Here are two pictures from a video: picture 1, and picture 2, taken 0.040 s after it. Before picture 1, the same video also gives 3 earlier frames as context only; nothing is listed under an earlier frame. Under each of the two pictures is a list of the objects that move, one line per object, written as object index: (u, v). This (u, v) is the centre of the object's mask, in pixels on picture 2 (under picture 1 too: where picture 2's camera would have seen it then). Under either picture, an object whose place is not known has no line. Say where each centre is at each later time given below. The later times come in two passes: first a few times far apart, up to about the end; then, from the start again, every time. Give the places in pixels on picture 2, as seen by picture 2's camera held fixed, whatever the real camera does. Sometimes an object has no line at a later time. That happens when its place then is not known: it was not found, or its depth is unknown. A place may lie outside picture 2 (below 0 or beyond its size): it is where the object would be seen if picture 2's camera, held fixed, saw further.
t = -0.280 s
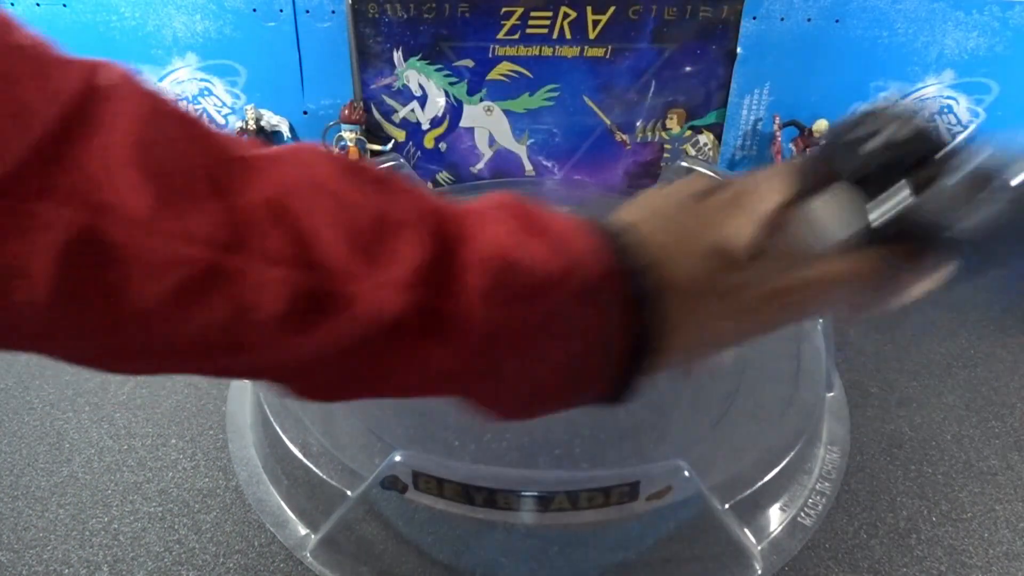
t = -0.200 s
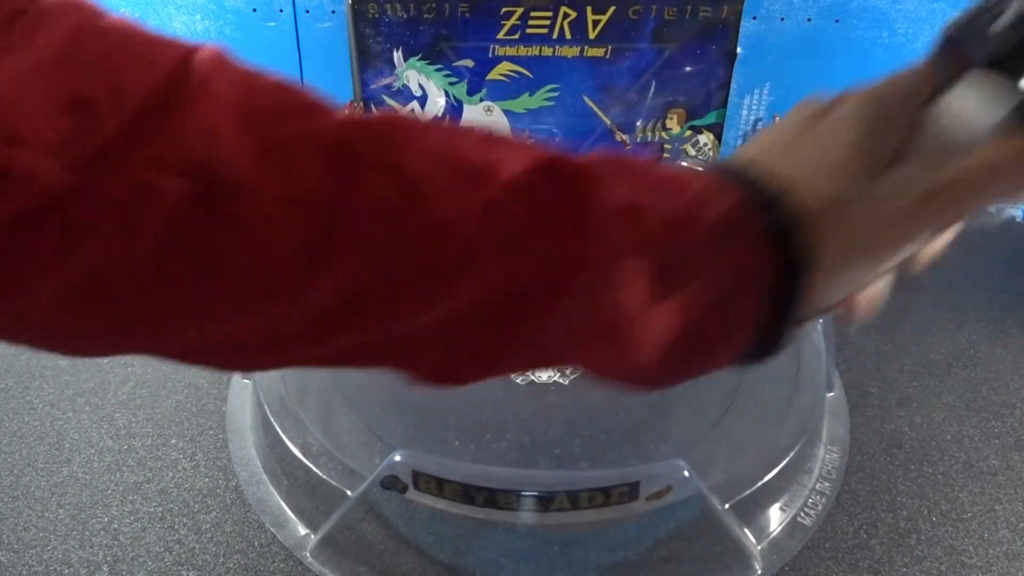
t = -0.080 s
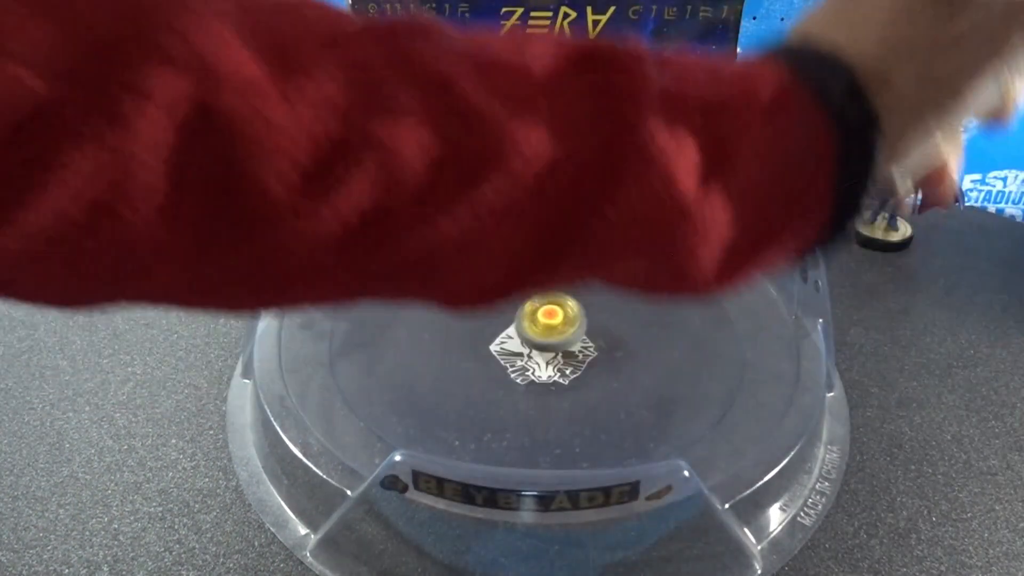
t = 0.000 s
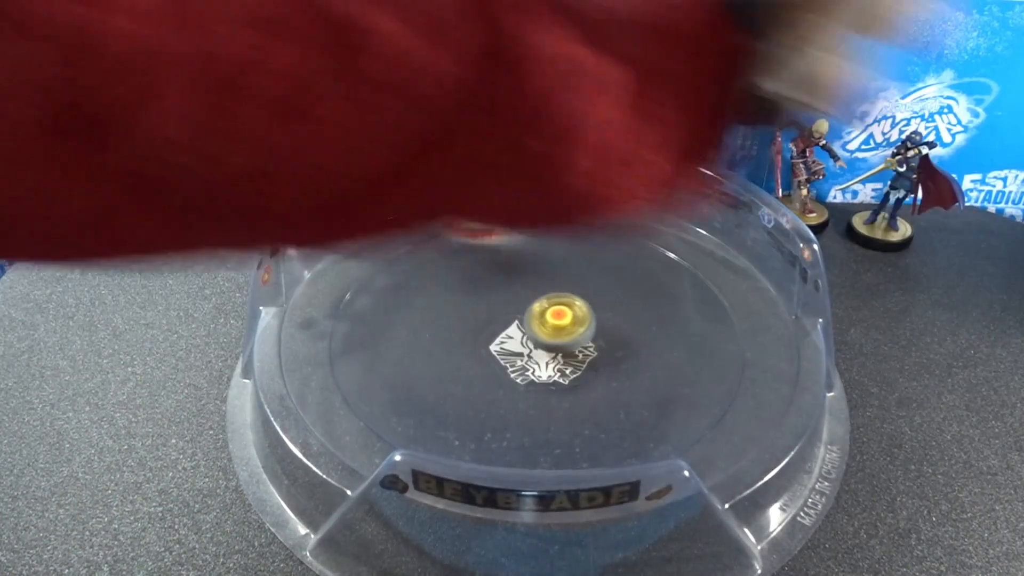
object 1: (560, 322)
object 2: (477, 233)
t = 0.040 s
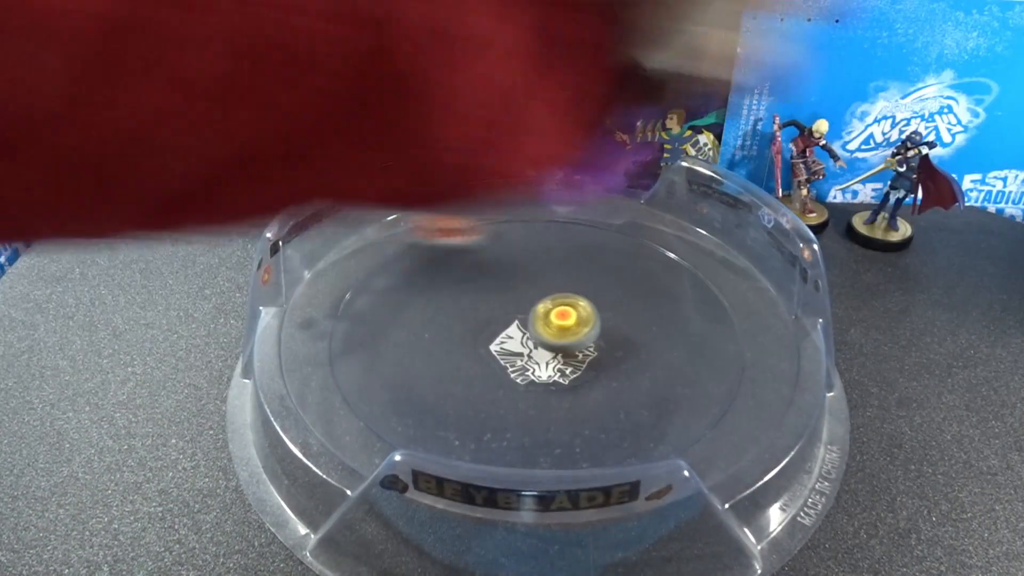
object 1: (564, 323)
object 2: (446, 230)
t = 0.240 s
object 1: (586, 327)
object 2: (339, 329)
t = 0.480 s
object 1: (601, 332)
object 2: (499, 420)
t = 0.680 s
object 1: (624, 285)
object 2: (577, 369)
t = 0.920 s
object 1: (589, 277)
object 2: (454, 281)
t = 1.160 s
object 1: (552, 290)
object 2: (347, 355)
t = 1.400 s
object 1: (520, 305)
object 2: (571, 391)
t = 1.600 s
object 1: (498, 317)
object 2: (588, 273)
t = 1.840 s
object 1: (479, 330)
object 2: (432, 224)
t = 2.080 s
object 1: (470, 341)
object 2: (387, 330)
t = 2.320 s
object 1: (543, 337)
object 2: (557, 393)
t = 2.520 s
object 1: (542, 325)
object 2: (638, 290)
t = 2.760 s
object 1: (539, 313)
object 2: (512, 206)
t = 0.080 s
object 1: (568, 323)
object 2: (410, 231)
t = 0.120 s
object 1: (571, 323)
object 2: (382, 243)
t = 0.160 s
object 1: (576, 324)
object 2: (361, 264)
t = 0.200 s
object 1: (580, 325)
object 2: (349, 287)
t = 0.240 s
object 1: (586, 327)
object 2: (339, 329)
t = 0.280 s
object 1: (589, 328)
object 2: (344, 351)
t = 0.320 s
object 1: (592, 328)
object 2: (357, 374)
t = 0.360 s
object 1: (595, 329)
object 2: (377, 397)
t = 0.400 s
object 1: (597, 330)
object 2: (411, 414)
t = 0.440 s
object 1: (599, 331)
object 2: (453, 421)
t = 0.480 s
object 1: (601, 332)
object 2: (499, 420)
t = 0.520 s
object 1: (602, 333)
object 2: (541, 409)
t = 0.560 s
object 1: (603, 334)
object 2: (573, 391)
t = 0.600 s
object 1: (612, 321)
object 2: (582, 382)
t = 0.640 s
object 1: (621, 301)
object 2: (580, 379)
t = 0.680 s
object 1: (624, 285)
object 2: (577, 369)
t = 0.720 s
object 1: (622, 276)
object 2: (574, 352)
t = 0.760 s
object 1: (617, 274)
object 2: (560, 331)
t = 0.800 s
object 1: (610, 274)
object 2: (538, 312)
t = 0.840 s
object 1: (603, 275)
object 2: (514, 299)
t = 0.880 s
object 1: (596, 276)
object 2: (485, 287)
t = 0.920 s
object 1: (589, 277)
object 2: (454, 281)
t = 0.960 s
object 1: (582, 279)
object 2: (423, 279)
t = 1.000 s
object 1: (576, 281)
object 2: (395, 284)
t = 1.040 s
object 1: (570, 283)
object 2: (368, 295)
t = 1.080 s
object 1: (564, 285)
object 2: (347, 311)
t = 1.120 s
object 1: (557, 288)
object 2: (340, 331)
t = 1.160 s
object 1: (552, 290)
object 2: (347, 355)
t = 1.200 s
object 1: (546, 292)
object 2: (367, 378)
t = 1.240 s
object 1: (540, 295)
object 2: (401, 396)
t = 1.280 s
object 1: (535, 298)
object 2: (445, 407)
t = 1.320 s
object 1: (530, 300)
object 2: (490, 410)
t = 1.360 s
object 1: (525, 303)
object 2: (534, 404)
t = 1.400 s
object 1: (520, 305)
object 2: (571, 391)
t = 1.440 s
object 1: (515, 308)
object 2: (597, 370)
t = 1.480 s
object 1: (511, 310)
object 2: (609, 344)
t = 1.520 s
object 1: (506, 313)
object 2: (609, 319)
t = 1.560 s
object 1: (502, 315)
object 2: (602, 295)
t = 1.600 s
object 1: (498, 317)
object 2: (588, 273)
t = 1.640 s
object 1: (494, 320)
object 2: (567, 253)
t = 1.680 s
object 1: (491, 322)
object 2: (542, 237)
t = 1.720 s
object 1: (488, 324)
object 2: (512, 223)
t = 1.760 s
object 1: (485, 326)
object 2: (483, 213)
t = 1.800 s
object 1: (482, 328)
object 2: (456, 213)
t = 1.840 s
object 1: (479, 330)
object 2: (432, 224)
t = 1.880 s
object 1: (477, 332)
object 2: (409, 231)
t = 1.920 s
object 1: (475, 334)
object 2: (387, 245)
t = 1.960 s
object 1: (473, 336)
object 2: (371, 261)
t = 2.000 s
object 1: (472, 338)
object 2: (364, 282)
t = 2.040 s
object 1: (470, 340)
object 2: (368, 304)
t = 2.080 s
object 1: (470, 341)
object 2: (387, 330)
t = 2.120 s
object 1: (488, 342)
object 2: (394, 350)
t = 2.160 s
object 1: (510, 343)
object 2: (405, 369)
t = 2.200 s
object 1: (528, 343)
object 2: (434, 386)
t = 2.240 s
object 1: (539, 341)
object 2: (471, 395)
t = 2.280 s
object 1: (542, 339)
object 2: (514, 398)
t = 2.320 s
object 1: (543, 337)
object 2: (557, 393)
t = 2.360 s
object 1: (543, 335)
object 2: (591, 380)
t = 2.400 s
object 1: (544, 332)
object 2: (617, 360)
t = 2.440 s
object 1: (543, 330)
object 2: (632, 338)
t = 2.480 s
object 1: (543, 327)
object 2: (640, 313)
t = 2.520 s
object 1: (542, 325)
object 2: (638, 290)
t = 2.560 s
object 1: (542, 323)
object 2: (628, 267)
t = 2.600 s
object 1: (542, 320)
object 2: (613, 247)
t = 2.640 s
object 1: (541, 318)
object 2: (591, 230)
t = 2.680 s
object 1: (541, 316)
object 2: (566, 216)
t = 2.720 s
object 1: (540, 314)
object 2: (539, 205)
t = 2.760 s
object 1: (539, 313)
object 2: (512, 206)
